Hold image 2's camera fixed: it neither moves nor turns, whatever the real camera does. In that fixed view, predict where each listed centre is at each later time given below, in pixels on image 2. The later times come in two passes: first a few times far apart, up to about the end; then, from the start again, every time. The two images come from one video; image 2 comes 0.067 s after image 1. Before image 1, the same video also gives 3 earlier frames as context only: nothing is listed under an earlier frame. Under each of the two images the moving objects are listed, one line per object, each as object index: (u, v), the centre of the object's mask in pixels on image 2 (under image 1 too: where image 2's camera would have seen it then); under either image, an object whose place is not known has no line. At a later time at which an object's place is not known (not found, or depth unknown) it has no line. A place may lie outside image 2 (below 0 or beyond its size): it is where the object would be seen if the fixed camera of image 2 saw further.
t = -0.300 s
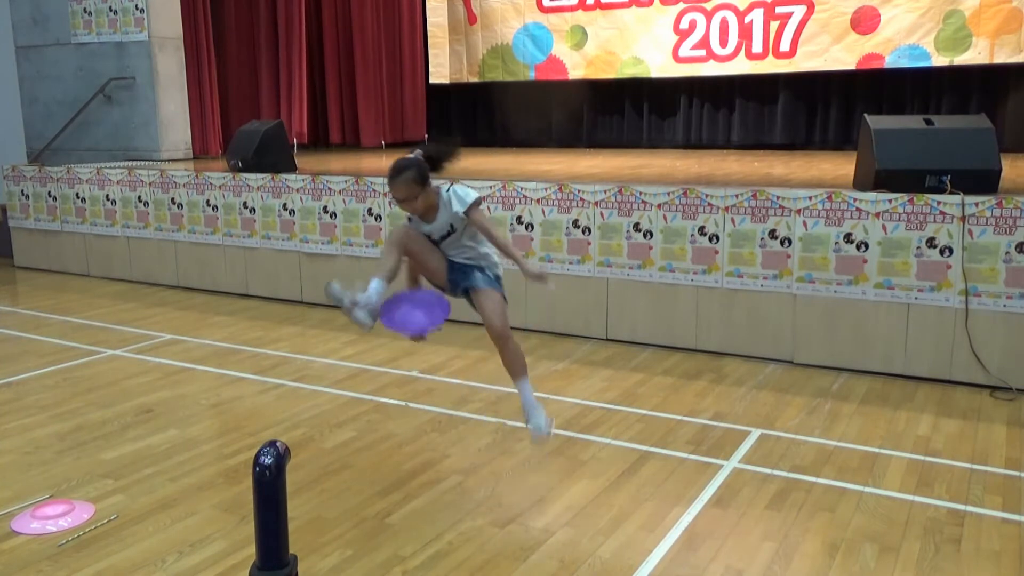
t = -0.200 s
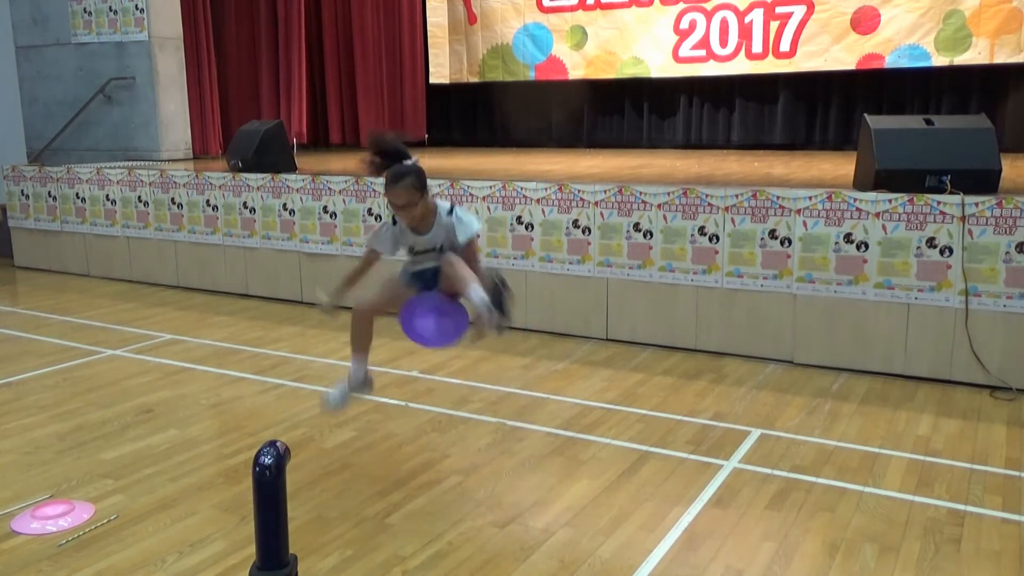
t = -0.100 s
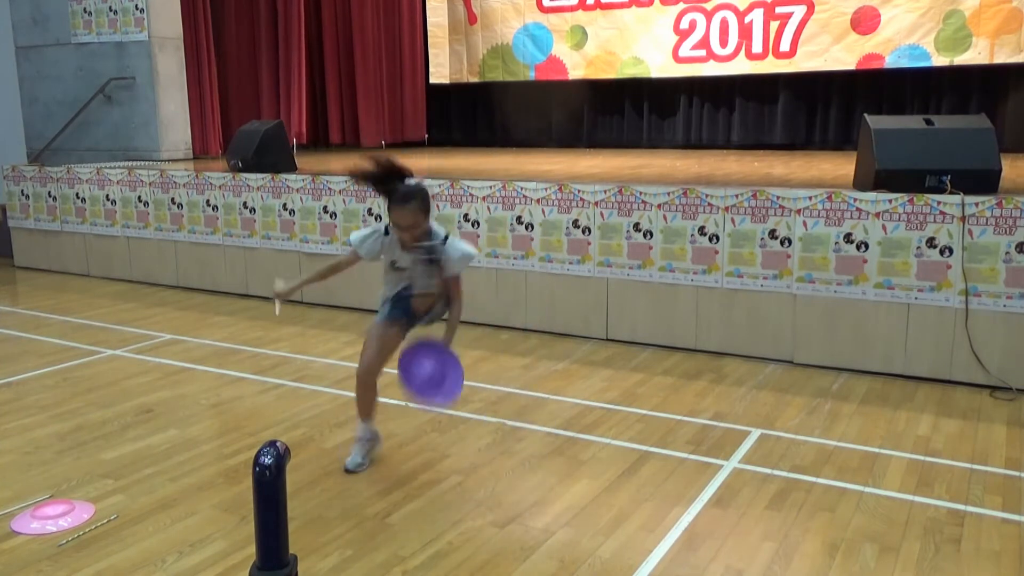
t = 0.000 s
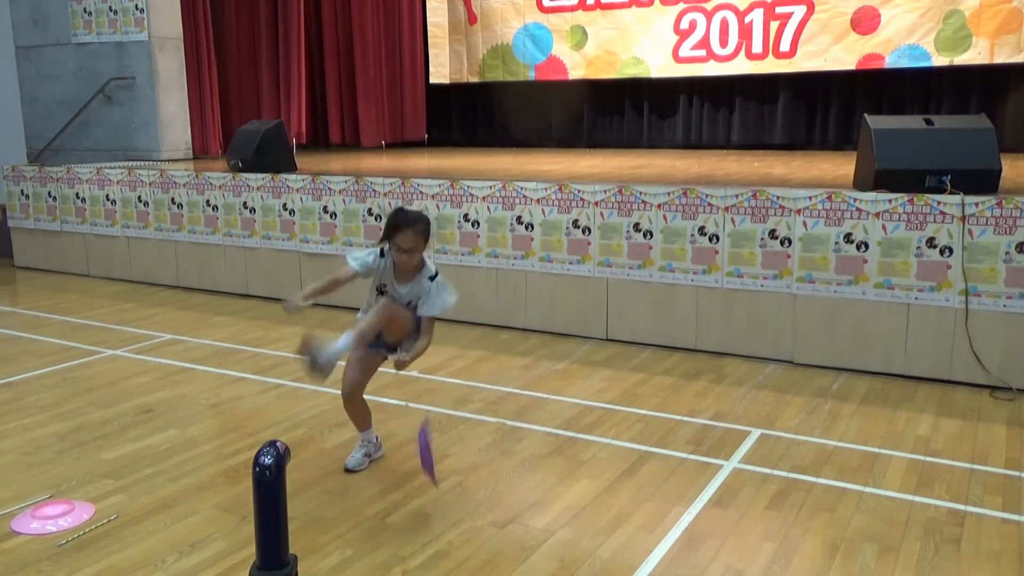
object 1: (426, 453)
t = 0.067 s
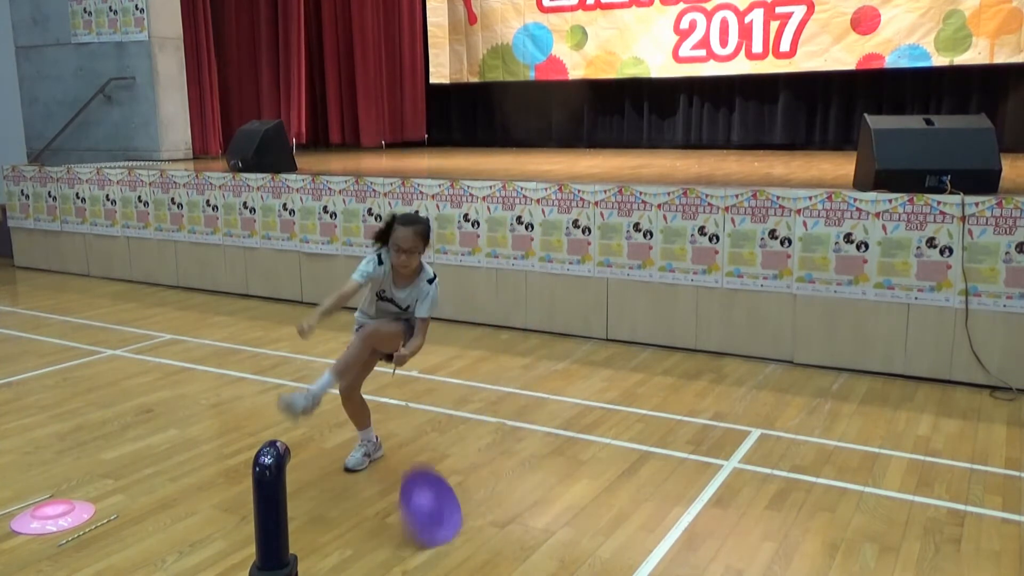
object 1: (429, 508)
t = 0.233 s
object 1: (400, 501)
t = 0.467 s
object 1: (374, 528)
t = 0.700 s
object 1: (368, 537)
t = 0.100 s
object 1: (426, 517)
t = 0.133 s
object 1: (416, 523)
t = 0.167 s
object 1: (408, 508)
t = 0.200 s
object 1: (403, 501)
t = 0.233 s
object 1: (400, 501)
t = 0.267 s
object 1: (398, 502)
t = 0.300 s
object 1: (396, 505)
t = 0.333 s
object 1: (393, 509)
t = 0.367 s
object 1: (388, 515)
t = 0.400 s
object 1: (384, 514)
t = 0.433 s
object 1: (377, 523)
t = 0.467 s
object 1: (374, 528)
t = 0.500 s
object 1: (373, 532)
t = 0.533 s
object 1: (371, 537)
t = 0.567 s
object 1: (368, 539)
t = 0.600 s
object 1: (369, 539)
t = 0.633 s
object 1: (370, 538)
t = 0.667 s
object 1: (369, 537)
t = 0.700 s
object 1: (368, 537)
